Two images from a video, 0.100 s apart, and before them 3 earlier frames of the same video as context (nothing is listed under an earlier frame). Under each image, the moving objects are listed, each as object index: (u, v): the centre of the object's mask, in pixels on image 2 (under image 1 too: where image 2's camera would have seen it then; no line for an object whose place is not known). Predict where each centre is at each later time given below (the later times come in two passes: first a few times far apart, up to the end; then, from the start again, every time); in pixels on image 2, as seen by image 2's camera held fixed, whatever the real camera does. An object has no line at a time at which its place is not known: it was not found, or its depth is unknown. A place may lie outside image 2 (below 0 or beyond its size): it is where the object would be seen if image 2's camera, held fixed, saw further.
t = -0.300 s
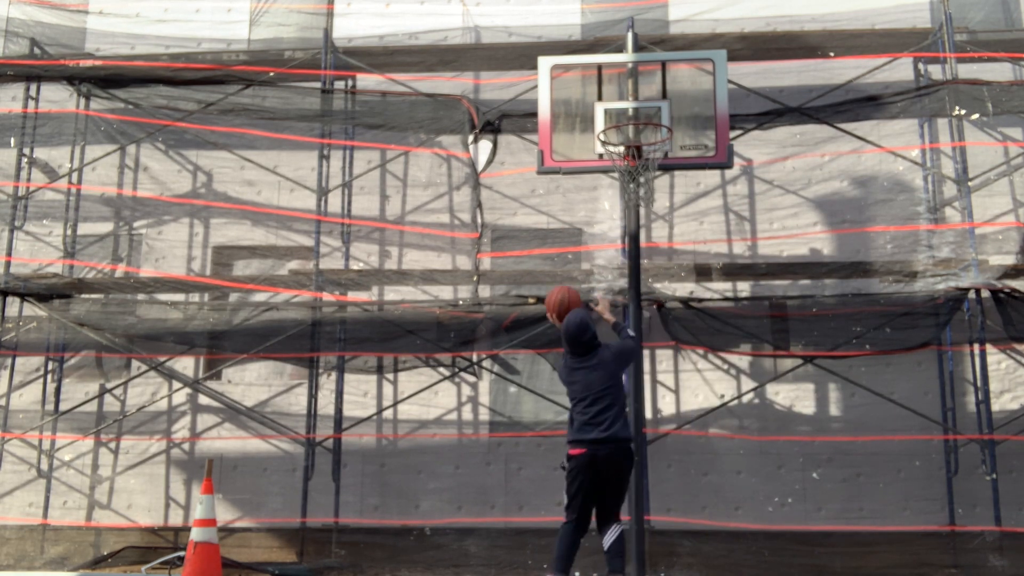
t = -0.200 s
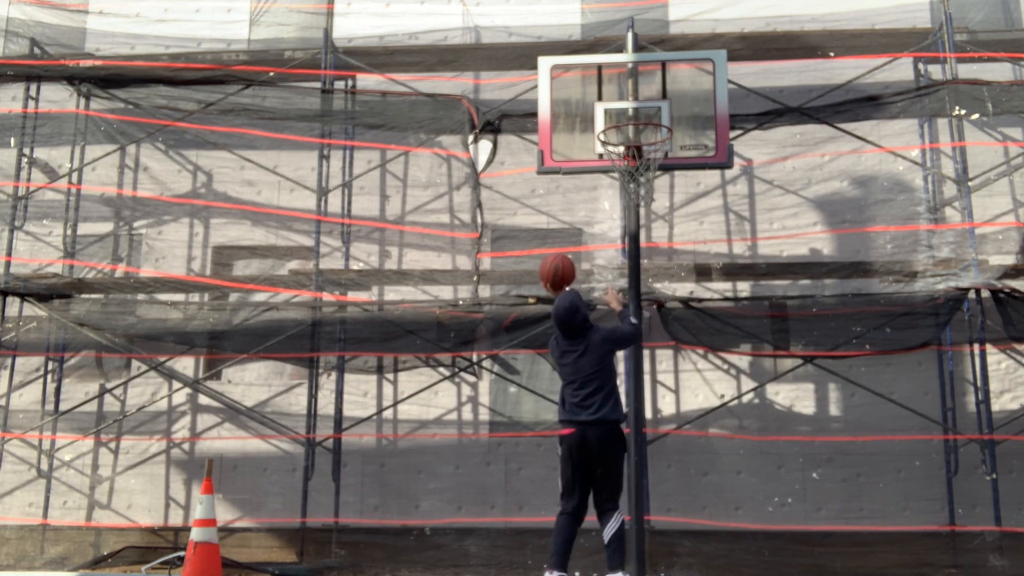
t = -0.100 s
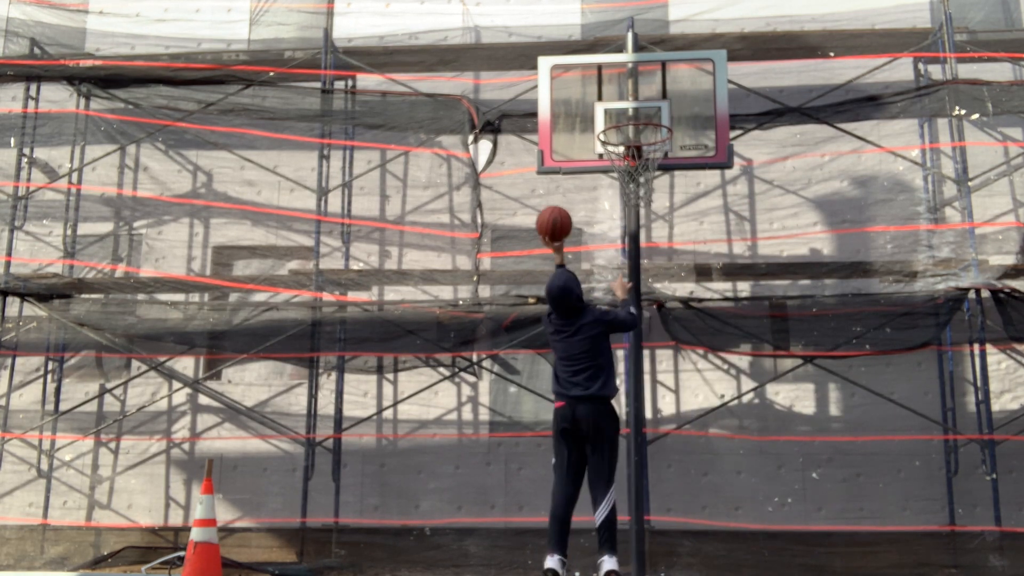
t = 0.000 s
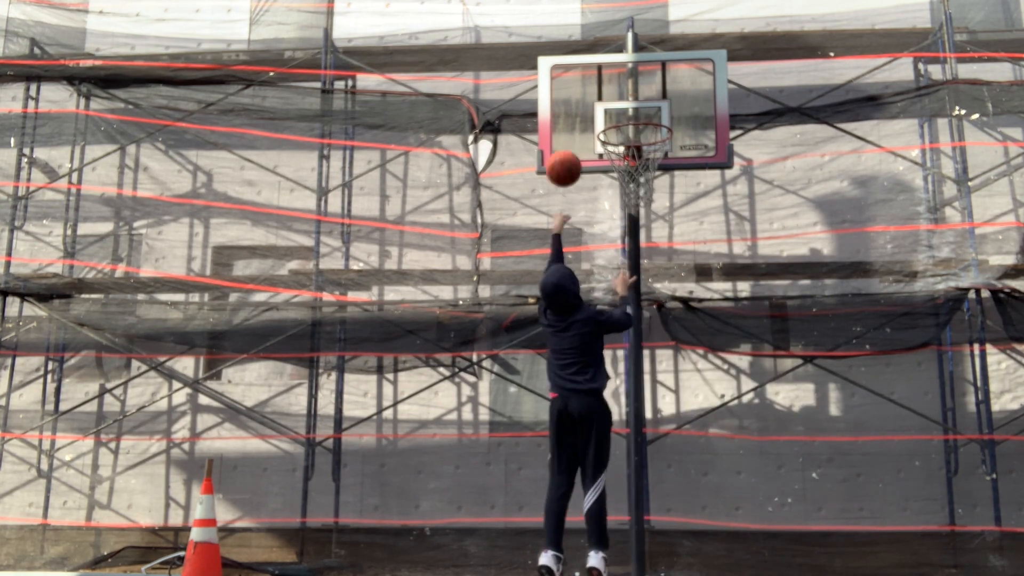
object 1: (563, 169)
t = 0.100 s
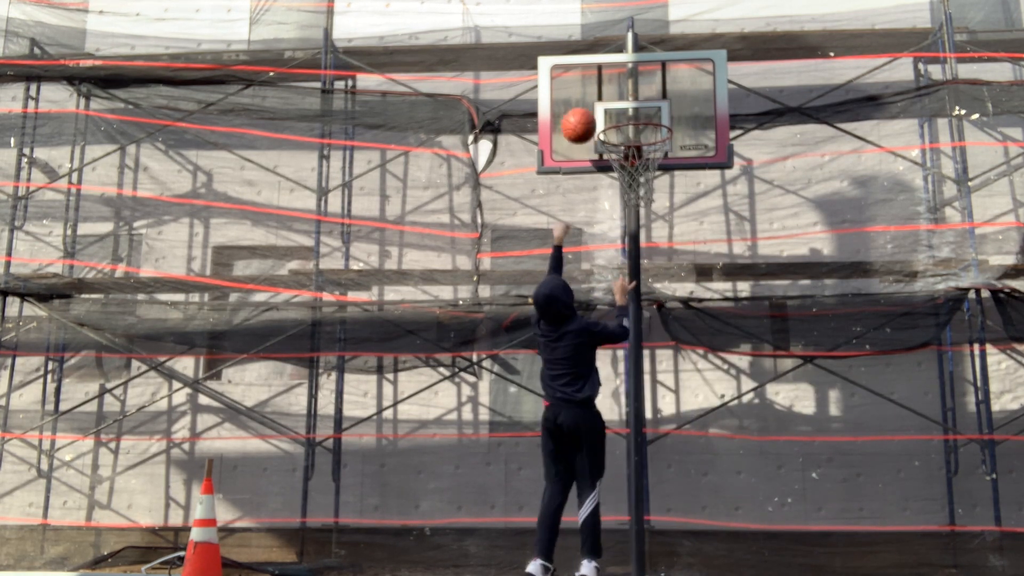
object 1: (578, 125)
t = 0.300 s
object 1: (603, 90)
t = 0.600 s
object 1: (636, 146)
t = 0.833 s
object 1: (642, 218)
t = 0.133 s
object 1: (583, 115)
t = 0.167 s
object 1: (588, 106)
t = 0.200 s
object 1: (593, 98)
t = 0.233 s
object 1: (597, 94)
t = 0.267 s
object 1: (600, 91)
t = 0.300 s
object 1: (603, 90)
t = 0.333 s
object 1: (607, 90)
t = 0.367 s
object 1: (610, 91)
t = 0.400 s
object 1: (614, 94)
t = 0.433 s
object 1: (617, 99)
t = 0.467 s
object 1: (621, 105)
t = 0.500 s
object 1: (625, 111)
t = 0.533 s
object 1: (628, 122)
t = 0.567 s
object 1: (632, 133)
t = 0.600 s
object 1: (636, 146)
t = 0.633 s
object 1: (639, 159)
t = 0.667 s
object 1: (641, 169)
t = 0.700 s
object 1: (641, 176)
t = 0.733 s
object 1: (641, 184)
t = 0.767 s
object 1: (641, 195)
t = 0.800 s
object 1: (641, 205)
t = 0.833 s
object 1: (642, 218)
